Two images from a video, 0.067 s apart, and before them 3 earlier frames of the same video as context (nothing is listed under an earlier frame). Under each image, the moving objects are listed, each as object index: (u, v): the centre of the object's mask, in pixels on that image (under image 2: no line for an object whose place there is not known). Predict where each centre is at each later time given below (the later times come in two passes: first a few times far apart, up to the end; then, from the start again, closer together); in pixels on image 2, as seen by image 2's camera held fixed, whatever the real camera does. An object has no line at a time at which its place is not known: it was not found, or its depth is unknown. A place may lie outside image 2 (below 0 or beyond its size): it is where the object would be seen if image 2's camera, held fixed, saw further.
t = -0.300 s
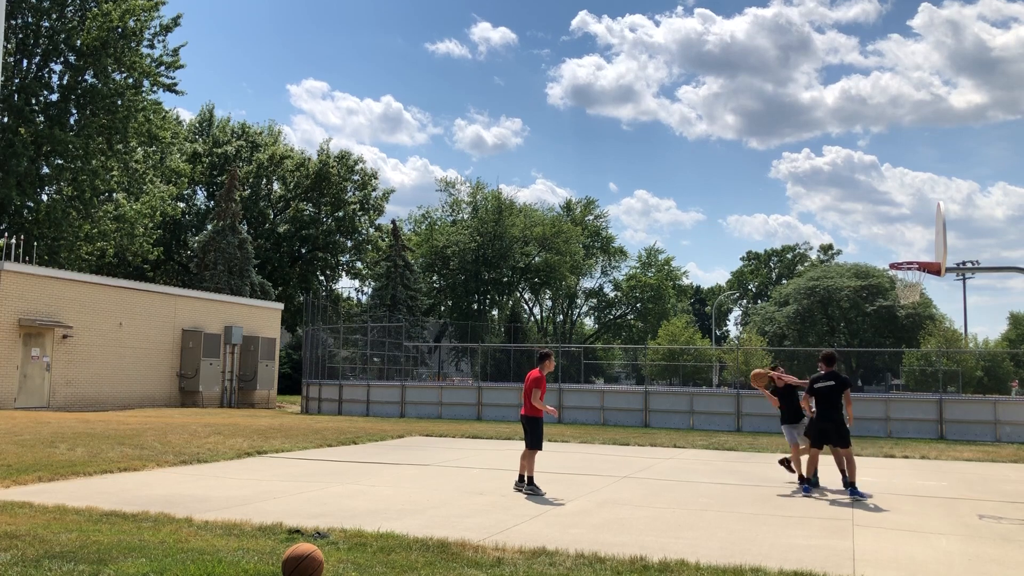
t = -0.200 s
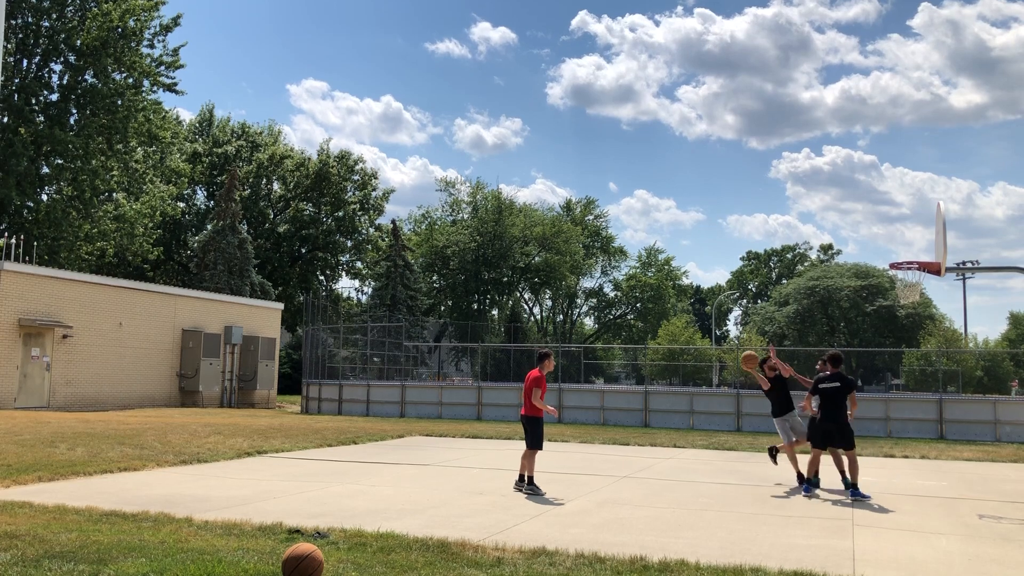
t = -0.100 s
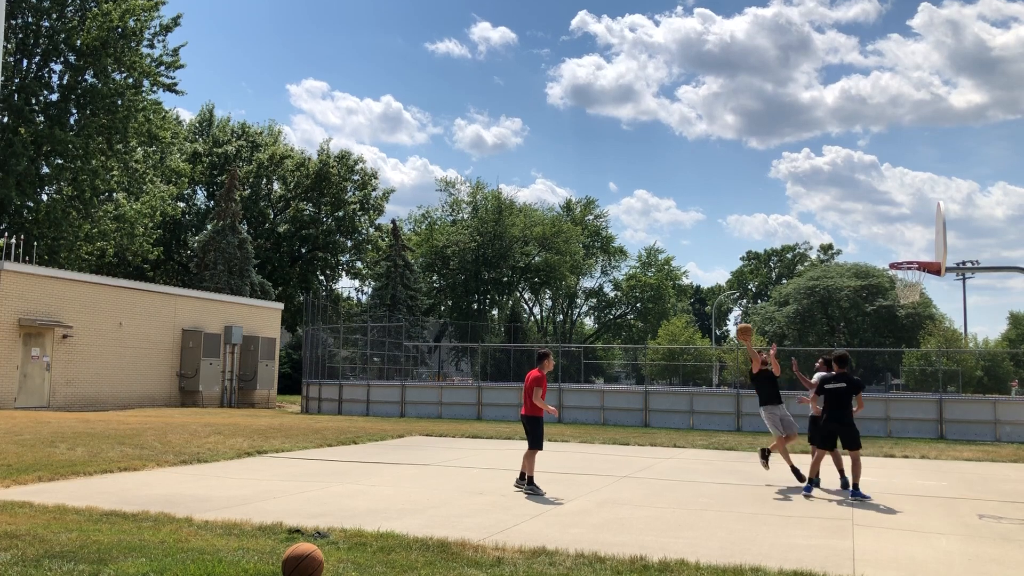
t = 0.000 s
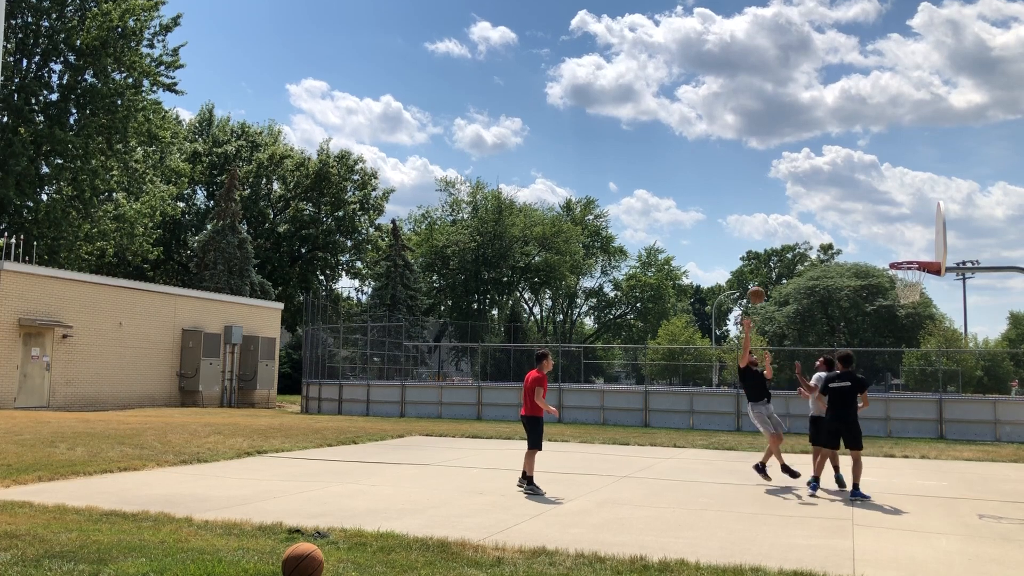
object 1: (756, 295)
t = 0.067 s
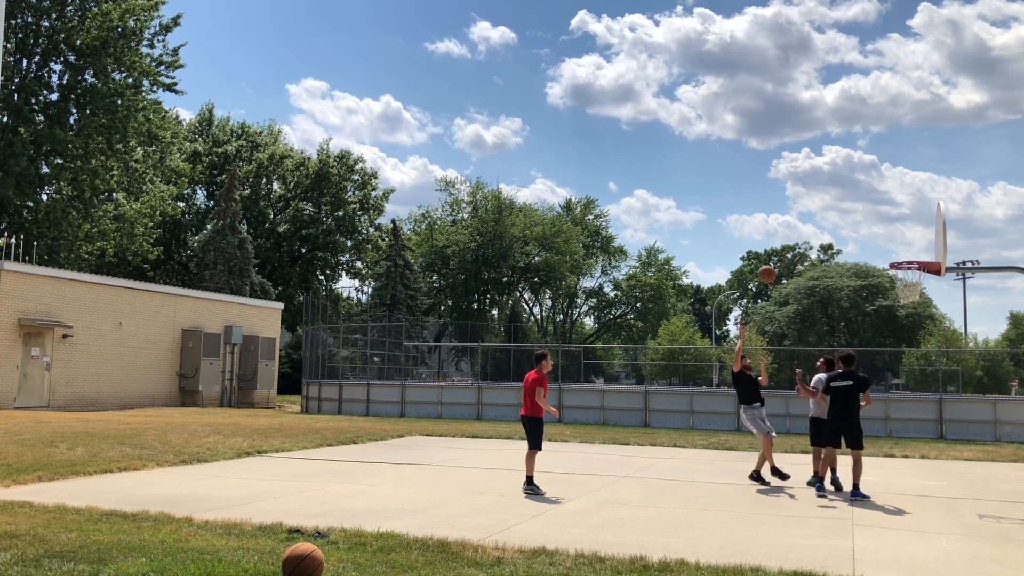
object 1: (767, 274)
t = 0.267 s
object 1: (798, 229)
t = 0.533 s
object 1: (841, 212)
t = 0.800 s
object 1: (885, 245)
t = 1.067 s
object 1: (907, 230)
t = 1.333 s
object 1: (924, 239)
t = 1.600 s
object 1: (921, 246)
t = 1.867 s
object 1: (912, 254)
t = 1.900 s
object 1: (911, 253)
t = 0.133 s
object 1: (776, 256)
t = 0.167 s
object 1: (782, 248)
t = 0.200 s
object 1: (788, 241)
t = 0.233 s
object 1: (793, 235)
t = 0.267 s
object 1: (798, 229)
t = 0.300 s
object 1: (803, 224)
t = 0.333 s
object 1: (809, 220)
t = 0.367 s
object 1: (814, 217)
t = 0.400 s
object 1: (819, 214)
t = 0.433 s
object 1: (825, 213)
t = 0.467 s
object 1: (830, 212)
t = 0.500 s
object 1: (835, 212)
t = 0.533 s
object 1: (841, 212)
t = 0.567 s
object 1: (846, 214)
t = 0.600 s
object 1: (852, 216)
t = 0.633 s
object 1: (857, 219)
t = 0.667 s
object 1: (863, 222)
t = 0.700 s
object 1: (868, 227)
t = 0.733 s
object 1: (874, 232)
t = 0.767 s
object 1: (879, 238)
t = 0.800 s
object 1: (885, 245)
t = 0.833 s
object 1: (891, 253)
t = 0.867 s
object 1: (894, 255)
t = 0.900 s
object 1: (897, 250)
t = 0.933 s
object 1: (899, 245)
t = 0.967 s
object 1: (901, 240)
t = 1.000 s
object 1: (903, 236)
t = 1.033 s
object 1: (905, 233)
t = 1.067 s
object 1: (907, 230)
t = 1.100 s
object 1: (909, 228)
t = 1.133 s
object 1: (911, 228)
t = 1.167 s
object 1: (913, 228)
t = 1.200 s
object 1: (915, 228)
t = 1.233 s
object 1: (917, 230)
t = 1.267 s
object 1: (920, 232)
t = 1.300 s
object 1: (922, 235)
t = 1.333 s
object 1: (924, 239)
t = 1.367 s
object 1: (926, 243)
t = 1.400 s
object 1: (929, 249)
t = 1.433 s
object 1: (928, 253)
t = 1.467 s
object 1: (927, 255)
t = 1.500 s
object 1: (925, 252)
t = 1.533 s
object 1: (924, 249)
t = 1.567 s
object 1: (923, 247)
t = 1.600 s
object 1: (921, 246)
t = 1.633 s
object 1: (920, 246)
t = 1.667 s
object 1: (919, 246)
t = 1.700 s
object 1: (918, 248)
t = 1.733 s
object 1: (916, 250)
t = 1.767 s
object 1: (915, 252)
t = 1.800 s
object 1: (914, 254)
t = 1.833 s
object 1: (913, 255)
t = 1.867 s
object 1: (912, 254)
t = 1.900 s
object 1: (911, 253)
